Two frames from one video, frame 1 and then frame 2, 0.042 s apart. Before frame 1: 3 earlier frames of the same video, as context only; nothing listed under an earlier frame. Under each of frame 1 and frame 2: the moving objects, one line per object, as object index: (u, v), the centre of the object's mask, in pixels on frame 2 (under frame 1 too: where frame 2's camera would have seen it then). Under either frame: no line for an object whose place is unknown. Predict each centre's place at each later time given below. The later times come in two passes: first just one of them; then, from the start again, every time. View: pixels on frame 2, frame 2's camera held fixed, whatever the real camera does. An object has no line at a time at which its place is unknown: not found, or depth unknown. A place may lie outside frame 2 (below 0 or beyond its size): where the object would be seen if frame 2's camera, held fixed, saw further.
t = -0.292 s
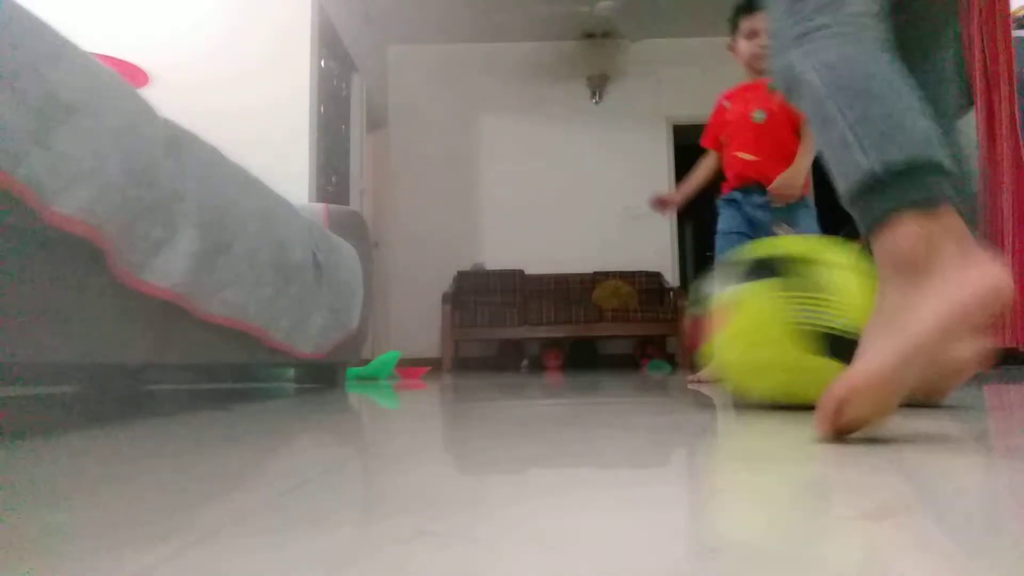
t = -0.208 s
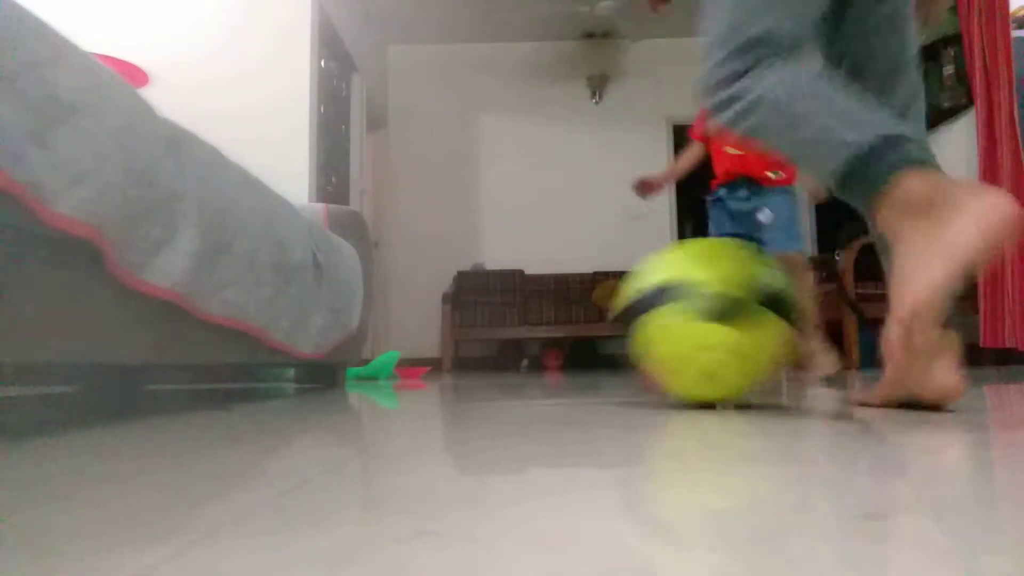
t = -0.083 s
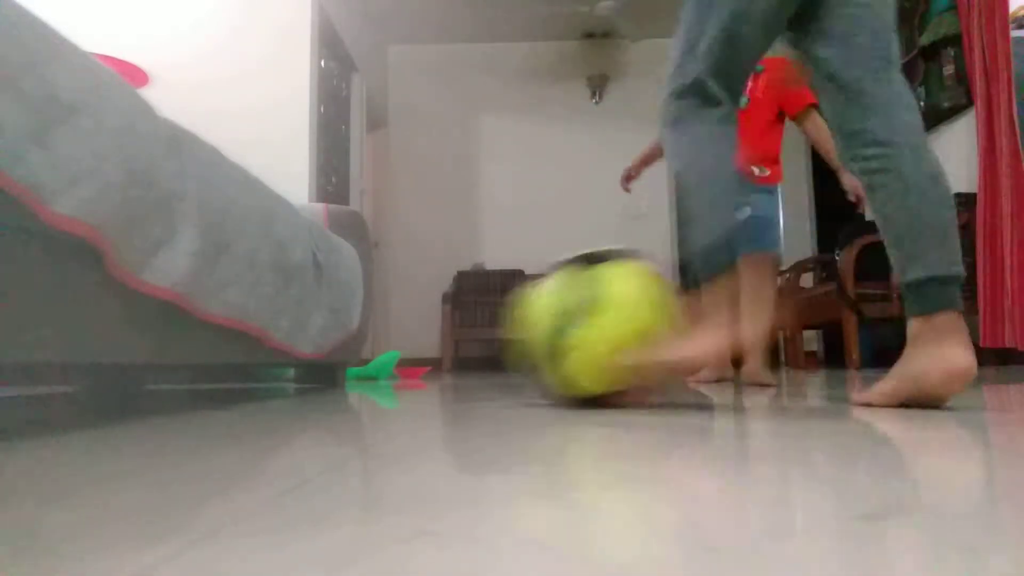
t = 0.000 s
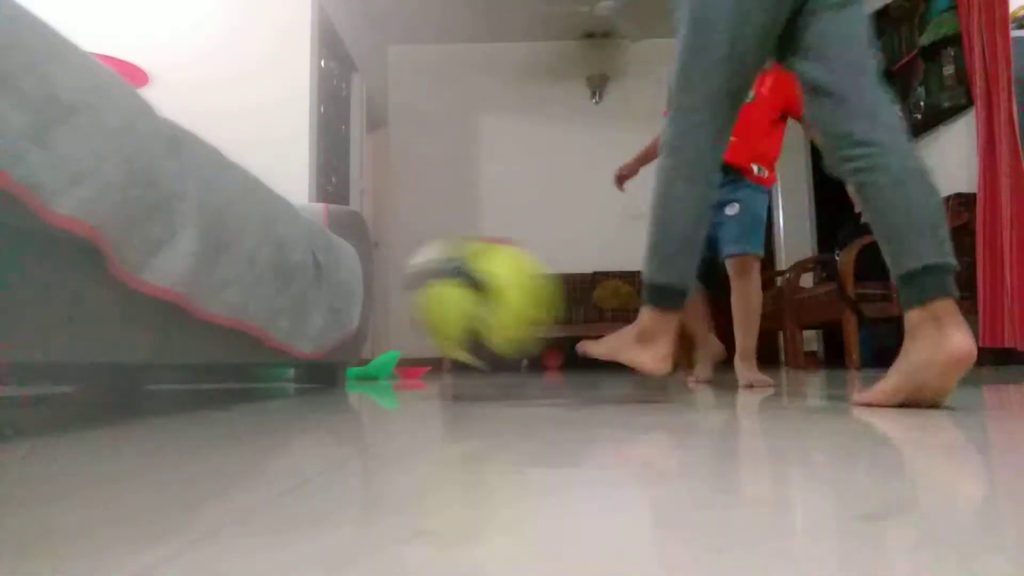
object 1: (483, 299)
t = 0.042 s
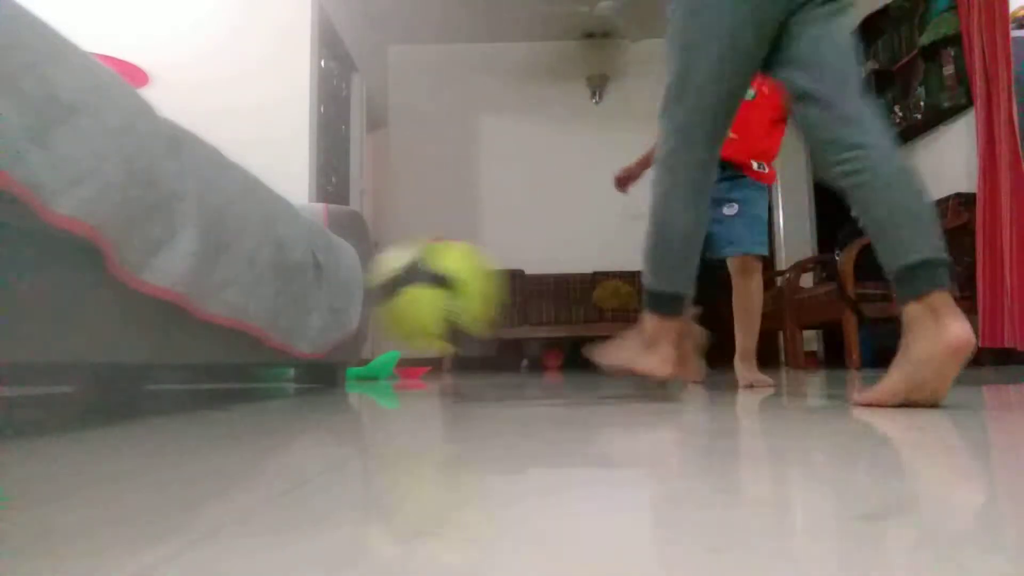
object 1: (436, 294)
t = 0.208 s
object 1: (394, 333)
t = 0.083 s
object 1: (399, 295)
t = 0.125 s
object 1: (361, 309)
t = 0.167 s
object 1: (363, 319)
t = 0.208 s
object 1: (394, 333)
